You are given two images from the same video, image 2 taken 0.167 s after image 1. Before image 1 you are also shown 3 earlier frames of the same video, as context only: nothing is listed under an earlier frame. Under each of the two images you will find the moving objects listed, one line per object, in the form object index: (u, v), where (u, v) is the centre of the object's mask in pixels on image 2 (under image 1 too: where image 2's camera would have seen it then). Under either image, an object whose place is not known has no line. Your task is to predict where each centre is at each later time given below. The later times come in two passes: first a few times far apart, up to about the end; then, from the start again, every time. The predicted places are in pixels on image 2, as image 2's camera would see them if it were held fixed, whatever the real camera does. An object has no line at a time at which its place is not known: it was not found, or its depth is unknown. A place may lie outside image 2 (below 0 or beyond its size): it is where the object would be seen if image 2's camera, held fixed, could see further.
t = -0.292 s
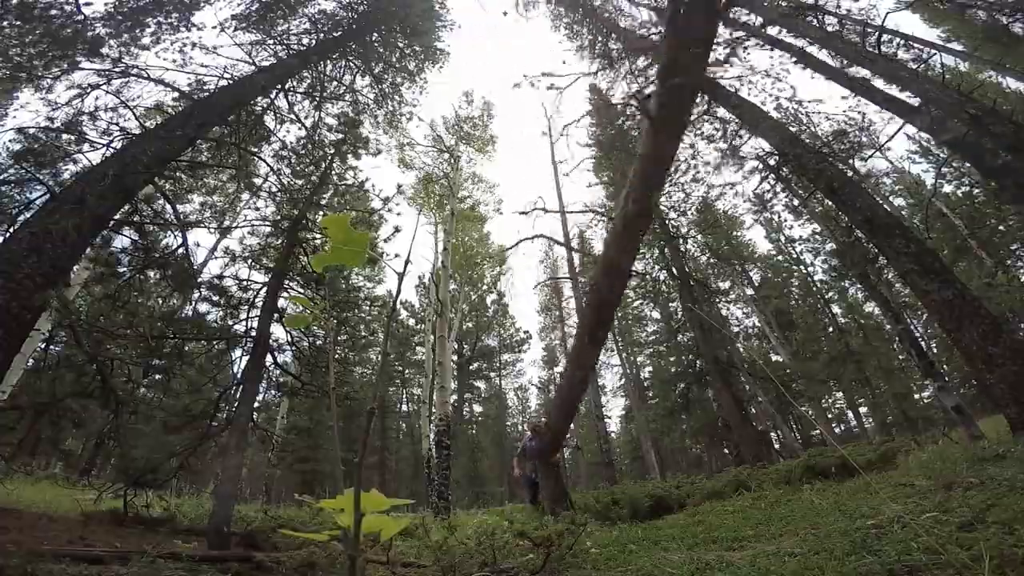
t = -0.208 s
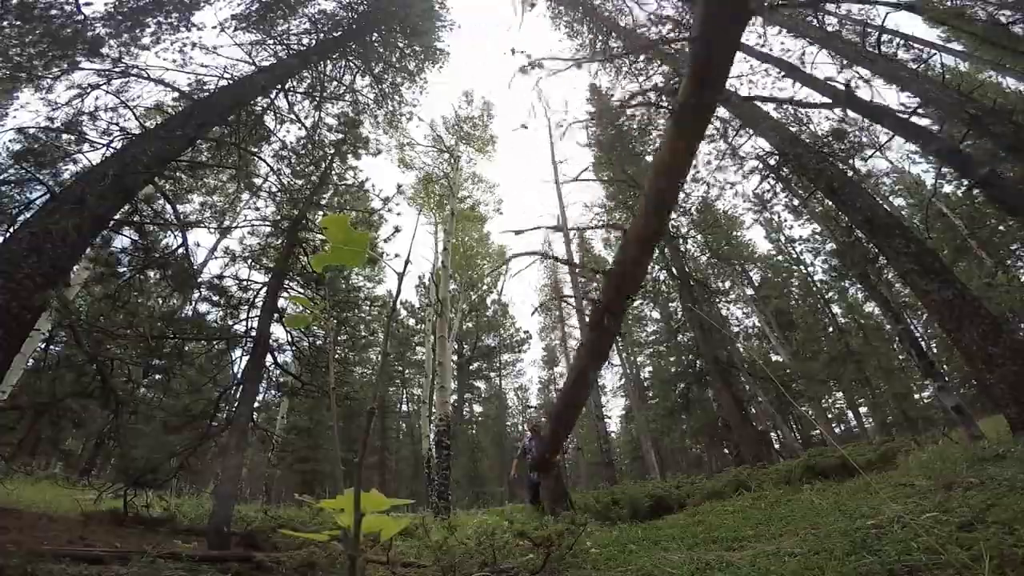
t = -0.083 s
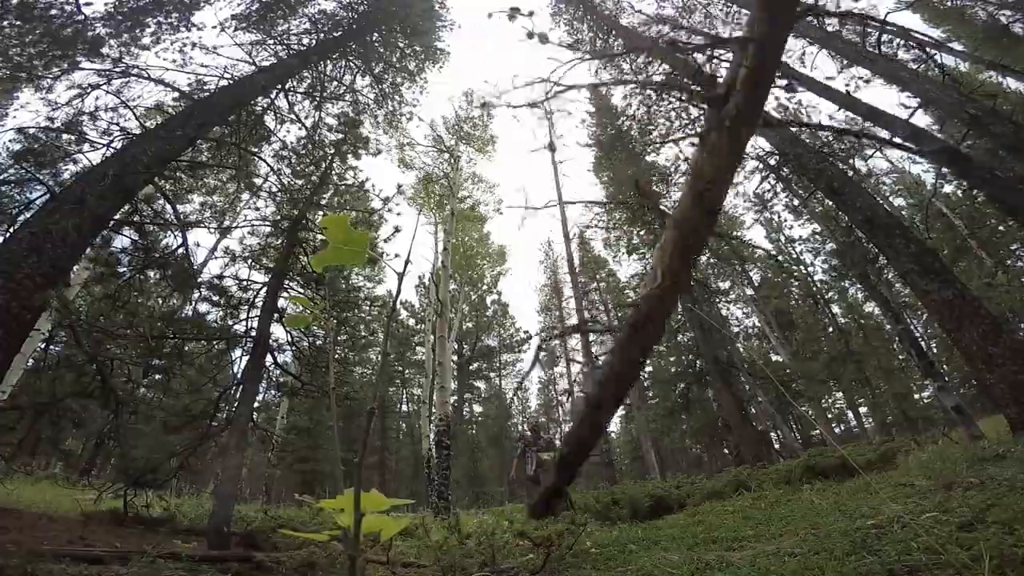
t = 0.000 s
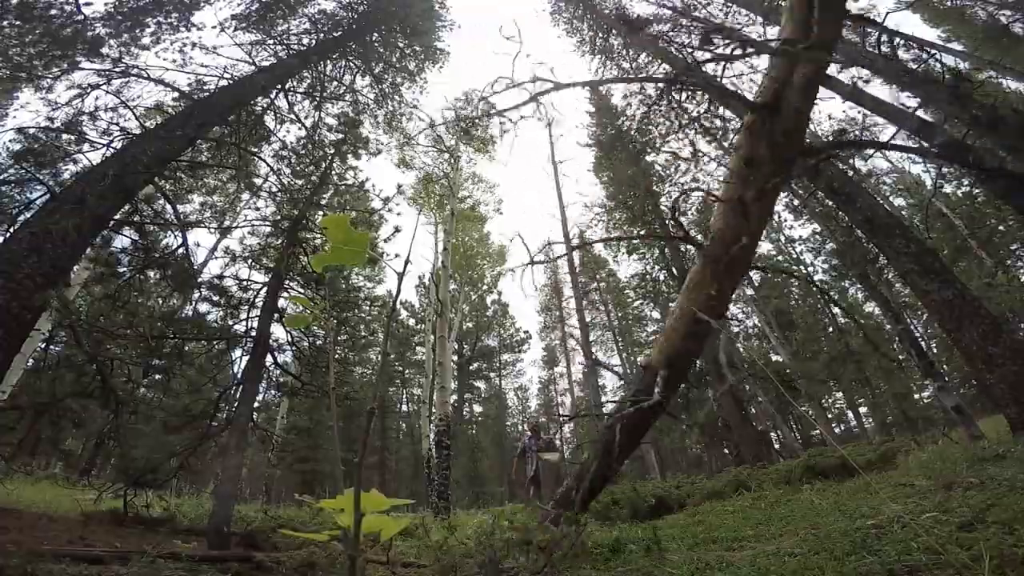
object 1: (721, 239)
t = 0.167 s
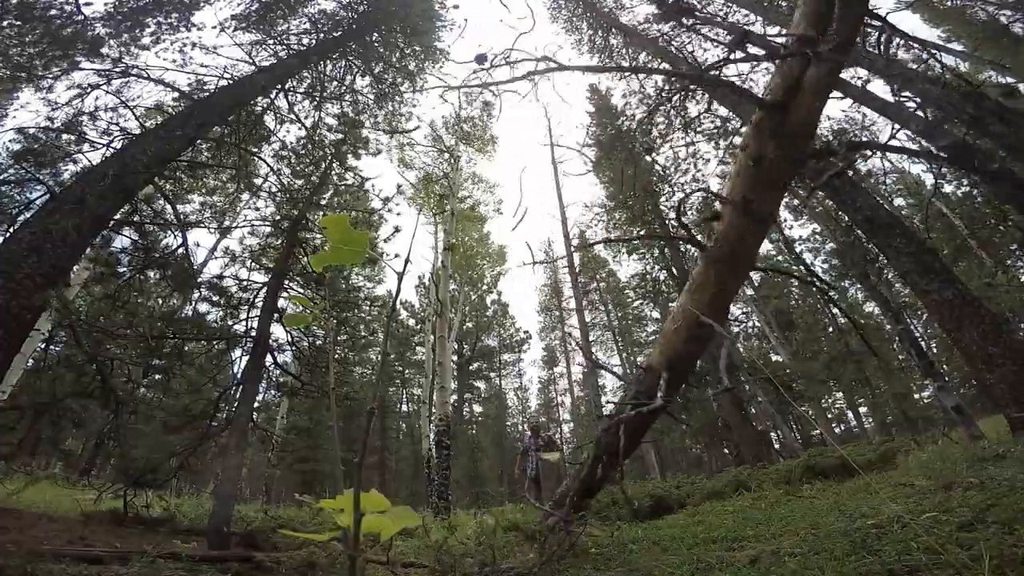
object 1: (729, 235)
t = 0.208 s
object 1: (726, 240)
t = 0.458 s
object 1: (773, 234)
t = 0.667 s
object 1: (833, 235)
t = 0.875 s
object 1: (819, 229)
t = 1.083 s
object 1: (844, 334)
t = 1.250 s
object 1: (843, 420)
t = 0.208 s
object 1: (726, 240)
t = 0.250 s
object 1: (724, 236)
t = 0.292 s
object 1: (725, 238)
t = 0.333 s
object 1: (733, 233)
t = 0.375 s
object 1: (738, 235)
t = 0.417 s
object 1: (754, 236)
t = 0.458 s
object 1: (773, 234)
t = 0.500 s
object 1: (785, 235)
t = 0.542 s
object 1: (800, 235)
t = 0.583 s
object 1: (813, 230)
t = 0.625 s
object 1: (825, 232)
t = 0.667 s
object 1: (833, 235)
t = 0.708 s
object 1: (828, 243)
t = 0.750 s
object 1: (829, 231)
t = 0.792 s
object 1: (813, 235)
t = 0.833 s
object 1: (813, 230)
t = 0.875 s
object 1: (819, 229)
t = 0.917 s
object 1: (833, 232)
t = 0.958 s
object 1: (840, 241)
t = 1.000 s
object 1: (848, 260)
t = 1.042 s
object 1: (826, 327)
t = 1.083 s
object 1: (844, 334)
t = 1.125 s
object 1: (848, 345)
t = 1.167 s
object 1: (823, 390)
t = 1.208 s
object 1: (838, 402)
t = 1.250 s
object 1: (843, 420)
